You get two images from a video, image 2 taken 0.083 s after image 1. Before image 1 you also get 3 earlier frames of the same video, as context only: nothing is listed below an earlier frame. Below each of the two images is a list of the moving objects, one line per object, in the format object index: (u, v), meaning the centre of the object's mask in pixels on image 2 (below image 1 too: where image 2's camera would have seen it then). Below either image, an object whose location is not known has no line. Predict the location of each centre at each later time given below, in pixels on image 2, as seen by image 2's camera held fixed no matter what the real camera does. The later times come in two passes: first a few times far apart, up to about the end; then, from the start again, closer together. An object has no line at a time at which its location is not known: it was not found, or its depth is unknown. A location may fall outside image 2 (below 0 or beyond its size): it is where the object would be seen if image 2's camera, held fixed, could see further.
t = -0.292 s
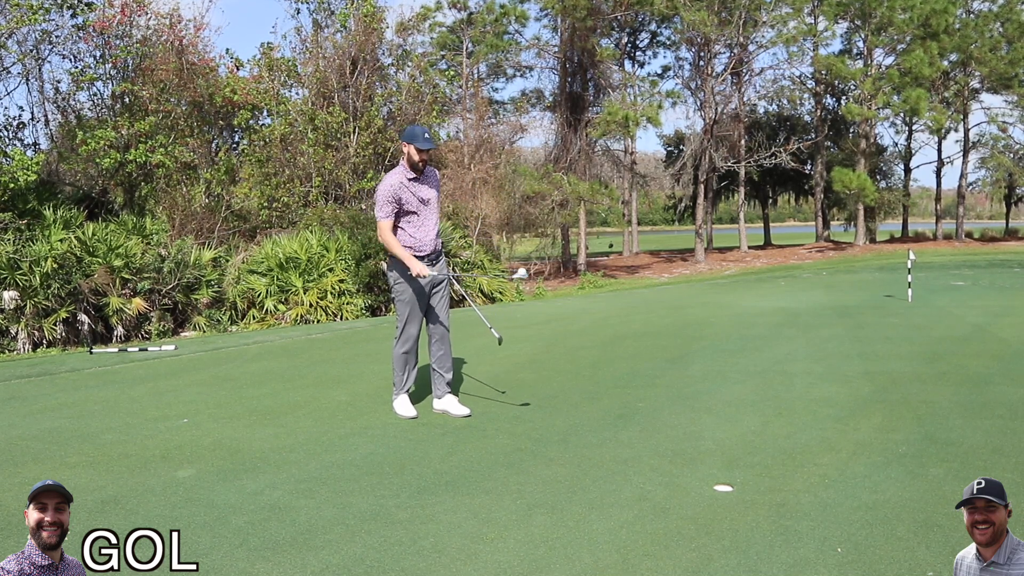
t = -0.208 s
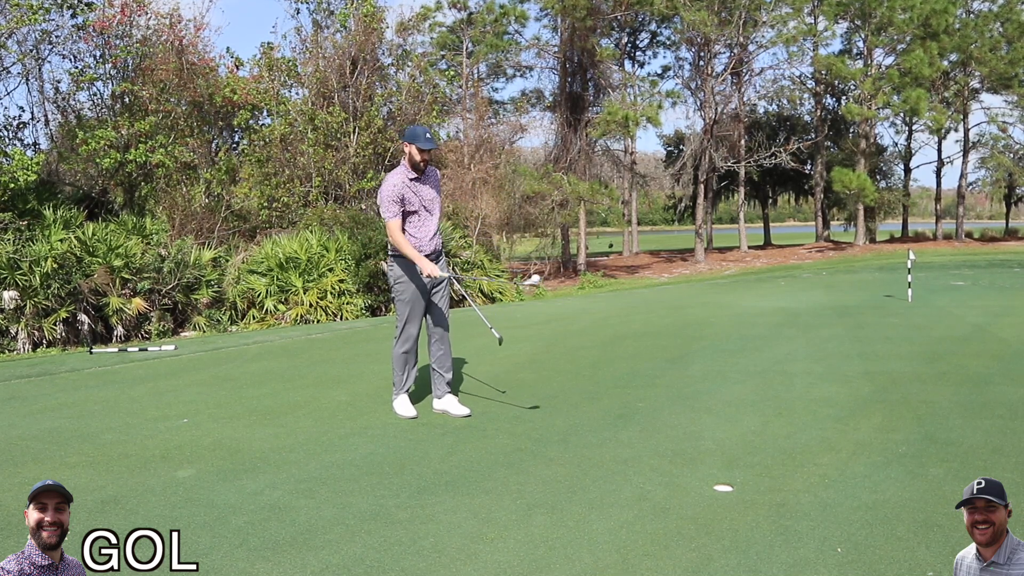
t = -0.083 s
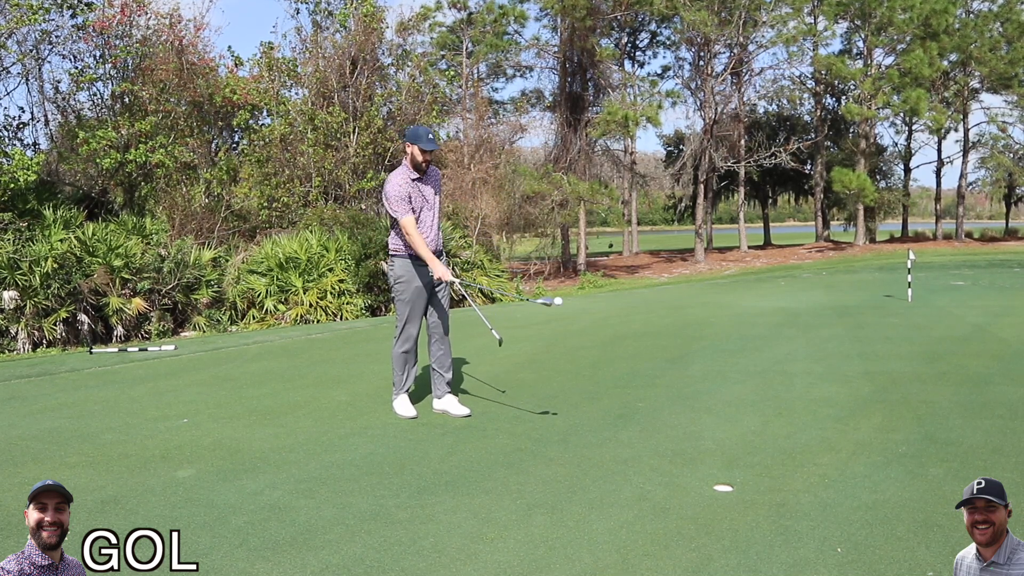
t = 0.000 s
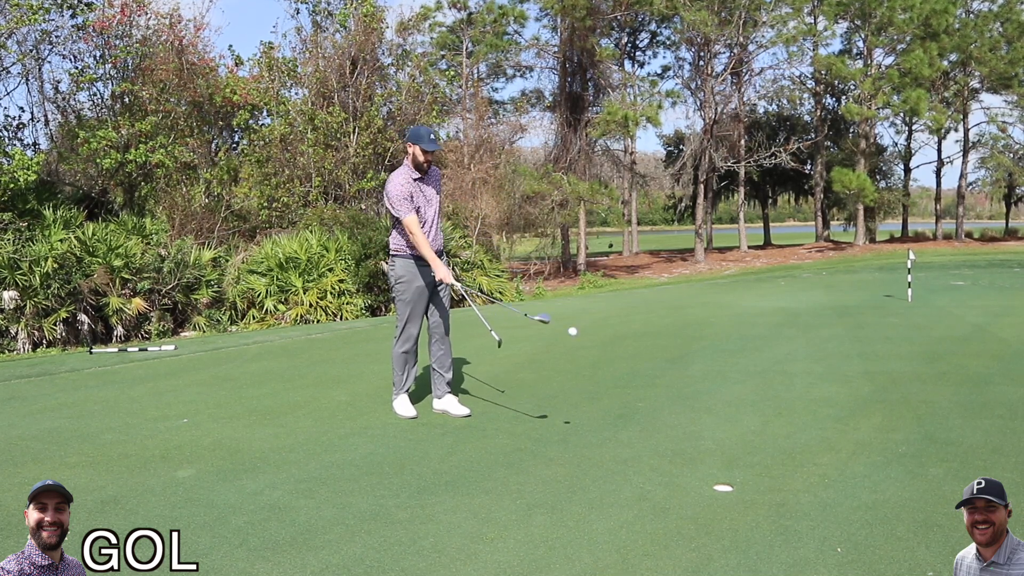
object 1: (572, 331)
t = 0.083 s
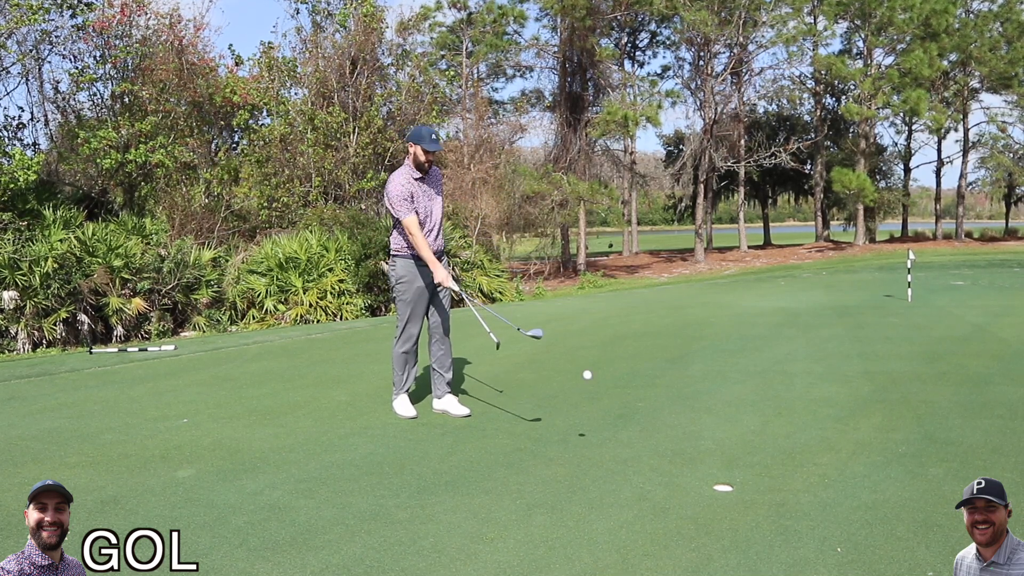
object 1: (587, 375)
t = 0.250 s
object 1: (612, 455)
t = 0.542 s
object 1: (631, 460)
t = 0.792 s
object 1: (646, 463)
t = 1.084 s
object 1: (656, 465)
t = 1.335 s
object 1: (659, 467)
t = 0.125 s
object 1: (593, 396)
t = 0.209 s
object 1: (608, 458)
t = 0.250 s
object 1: (612, 455)
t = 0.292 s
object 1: (613, 453)
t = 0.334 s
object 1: (616, 451)
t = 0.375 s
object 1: (619, 452)
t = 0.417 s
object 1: (622, 455)
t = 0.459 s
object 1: (625, 459)
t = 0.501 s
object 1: (628, 460)
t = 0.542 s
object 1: (631, 460)
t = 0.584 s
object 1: (634, 462)
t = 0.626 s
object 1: (636, 462)
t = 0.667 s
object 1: (640, 462)
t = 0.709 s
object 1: (641, 463)
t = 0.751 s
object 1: (644, 463)
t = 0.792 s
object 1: (646, 463)
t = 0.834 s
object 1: (648, 463)
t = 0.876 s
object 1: (650, 464)
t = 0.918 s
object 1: (652, 464)
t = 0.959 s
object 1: (653, 464)
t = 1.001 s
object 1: (654, 465)
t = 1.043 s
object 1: (655, 465)
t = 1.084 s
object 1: (656, 465)
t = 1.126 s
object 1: (657, 466)
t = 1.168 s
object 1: (658, 466)
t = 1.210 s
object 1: (658, 466)
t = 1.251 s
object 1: (659, 466)
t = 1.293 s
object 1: (659, 467)
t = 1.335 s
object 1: (659, 467)
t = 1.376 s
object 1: (660, 467)
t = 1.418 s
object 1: (660, 467)
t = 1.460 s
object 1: (660, 467)
